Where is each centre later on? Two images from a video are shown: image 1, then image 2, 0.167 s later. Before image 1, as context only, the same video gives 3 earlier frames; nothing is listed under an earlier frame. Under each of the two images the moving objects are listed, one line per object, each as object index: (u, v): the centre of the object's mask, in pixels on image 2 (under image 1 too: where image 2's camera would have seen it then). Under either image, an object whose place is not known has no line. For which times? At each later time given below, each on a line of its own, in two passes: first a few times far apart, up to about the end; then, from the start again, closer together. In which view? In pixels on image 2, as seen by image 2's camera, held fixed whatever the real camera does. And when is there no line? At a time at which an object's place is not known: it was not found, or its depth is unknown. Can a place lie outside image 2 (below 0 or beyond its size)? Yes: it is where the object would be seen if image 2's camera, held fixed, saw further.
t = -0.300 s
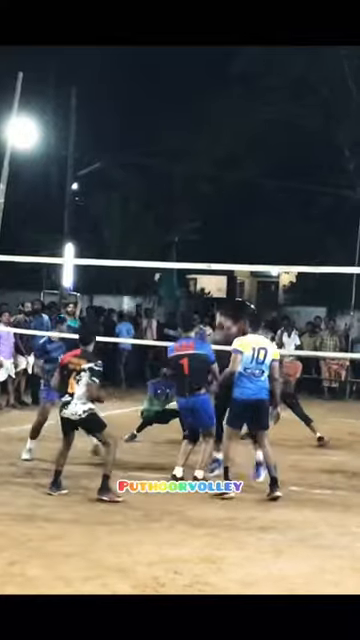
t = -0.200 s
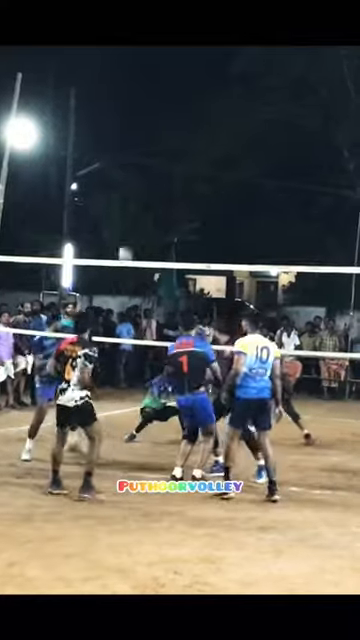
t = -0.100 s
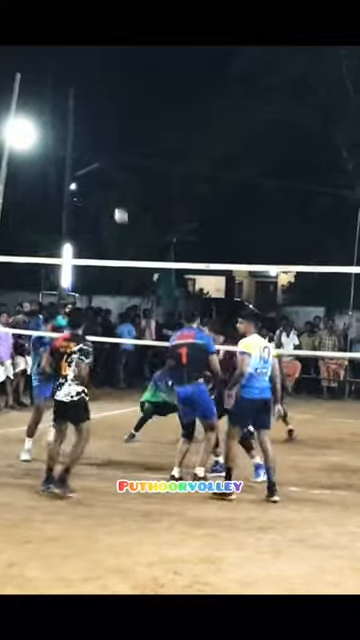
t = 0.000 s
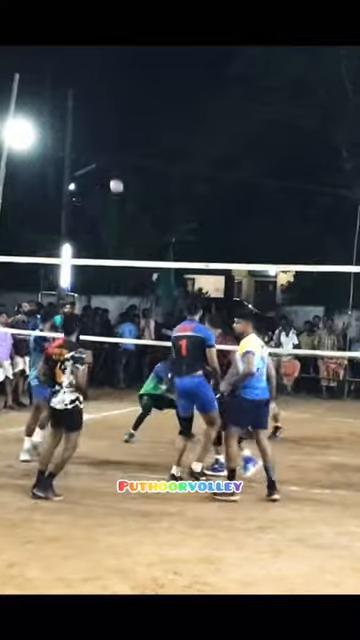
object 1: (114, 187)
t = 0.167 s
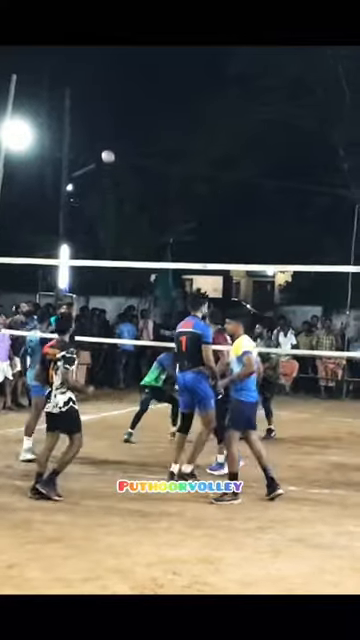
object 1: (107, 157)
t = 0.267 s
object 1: (104, 149)
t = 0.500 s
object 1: (96, 154)
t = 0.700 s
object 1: (89, 181)
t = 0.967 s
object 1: (79, 246)
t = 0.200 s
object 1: (106, 153)
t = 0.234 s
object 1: (105, 151)
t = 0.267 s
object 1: (104, 149)
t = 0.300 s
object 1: (103, 147)
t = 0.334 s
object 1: (102, 147)
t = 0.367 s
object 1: (101, 148)
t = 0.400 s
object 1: (99, 148)
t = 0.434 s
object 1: (98, 150)
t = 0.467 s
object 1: (97, 152)
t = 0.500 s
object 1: (96, 154)
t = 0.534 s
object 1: (95, 157)
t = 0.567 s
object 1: (93, 161)
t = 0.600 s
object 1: (92, 165)
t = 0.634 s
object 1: (91, 171)
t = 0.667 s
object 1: (90, 176)
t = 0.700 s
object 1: (89, 181)
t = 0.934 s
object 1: (81, 237)
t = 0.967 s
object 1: (79, 246)
